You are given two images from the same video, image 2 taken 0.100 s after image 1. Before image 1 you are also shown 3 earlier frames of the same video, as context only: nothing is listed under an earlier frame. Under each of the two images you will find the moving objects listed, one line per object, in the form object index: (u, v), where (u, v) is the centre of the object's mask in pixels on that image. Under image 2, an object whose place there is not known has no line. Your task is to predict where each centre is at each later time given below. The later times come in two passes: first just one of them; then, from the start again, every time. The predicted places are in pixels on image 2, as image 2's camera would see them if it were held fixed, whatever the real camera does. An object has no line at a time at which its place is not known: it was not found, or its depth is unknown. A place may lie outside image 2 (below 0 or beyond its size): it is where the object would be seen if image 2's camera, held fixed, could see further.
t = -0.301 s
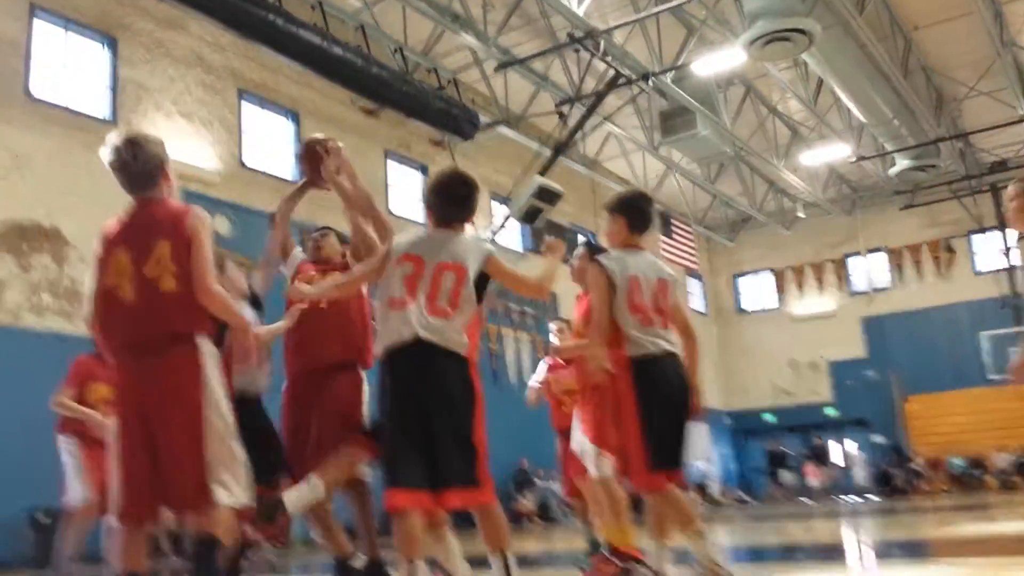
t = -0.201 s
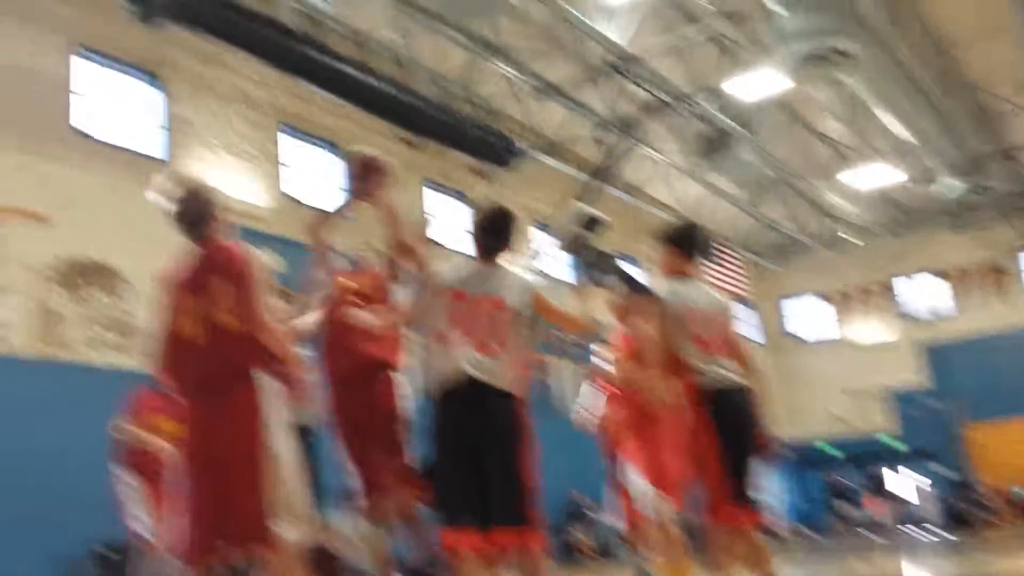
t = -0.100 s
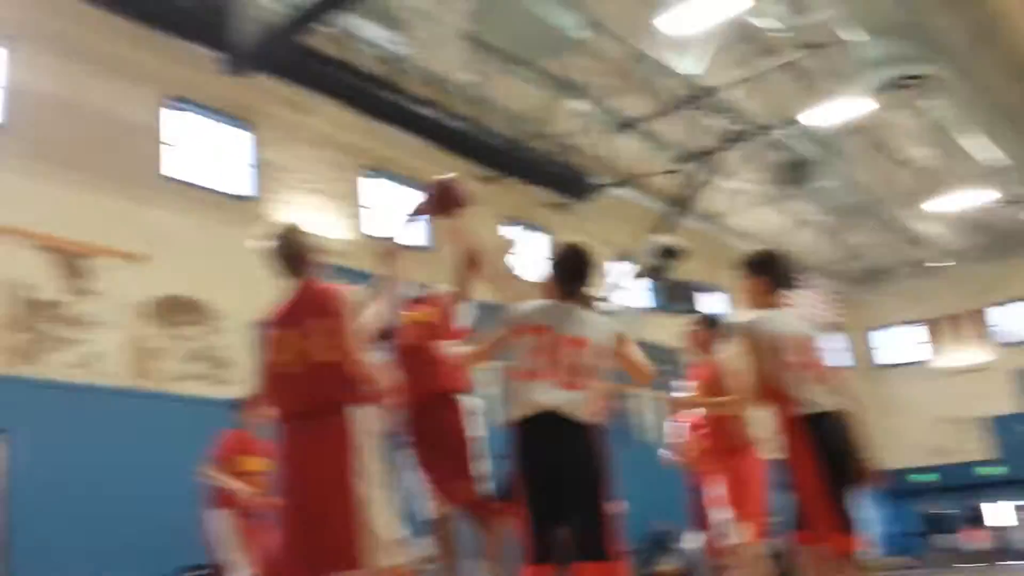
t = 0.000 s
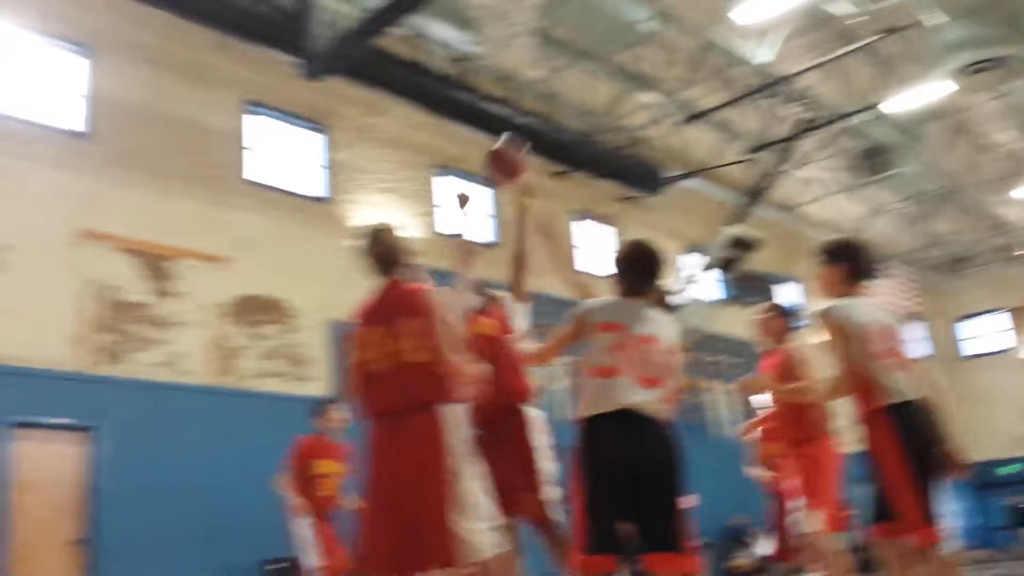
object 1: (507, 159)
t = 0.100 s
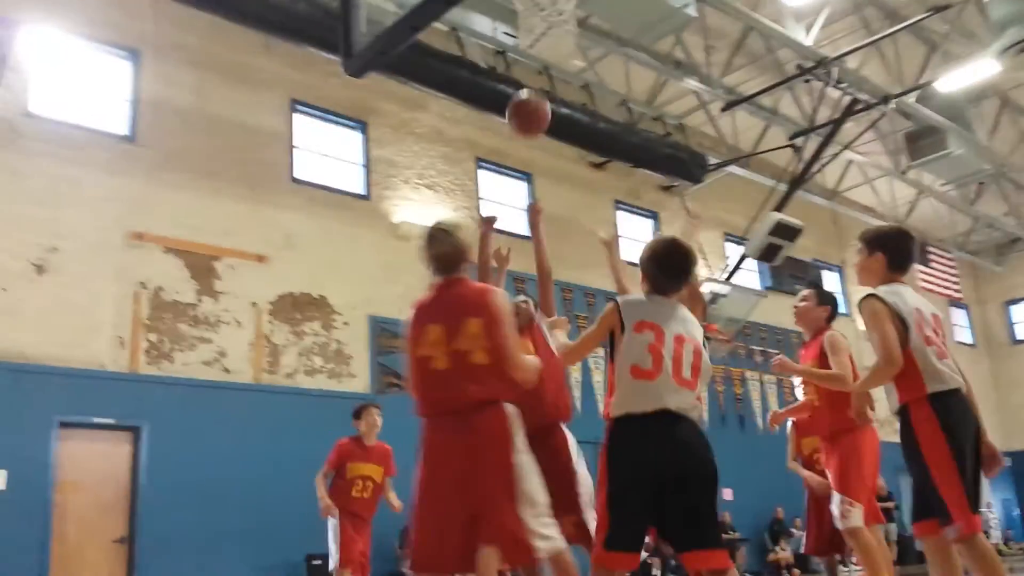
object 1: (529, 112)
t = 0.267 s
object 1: (503, 86)
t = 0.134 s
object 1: (522, 104)
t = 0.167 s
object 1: (516, 97)
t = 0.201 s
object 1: (511, 92)
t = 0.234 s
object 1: (506, 89)
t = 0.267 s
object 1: (503, 86)
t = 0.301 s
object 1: (498, 86)
